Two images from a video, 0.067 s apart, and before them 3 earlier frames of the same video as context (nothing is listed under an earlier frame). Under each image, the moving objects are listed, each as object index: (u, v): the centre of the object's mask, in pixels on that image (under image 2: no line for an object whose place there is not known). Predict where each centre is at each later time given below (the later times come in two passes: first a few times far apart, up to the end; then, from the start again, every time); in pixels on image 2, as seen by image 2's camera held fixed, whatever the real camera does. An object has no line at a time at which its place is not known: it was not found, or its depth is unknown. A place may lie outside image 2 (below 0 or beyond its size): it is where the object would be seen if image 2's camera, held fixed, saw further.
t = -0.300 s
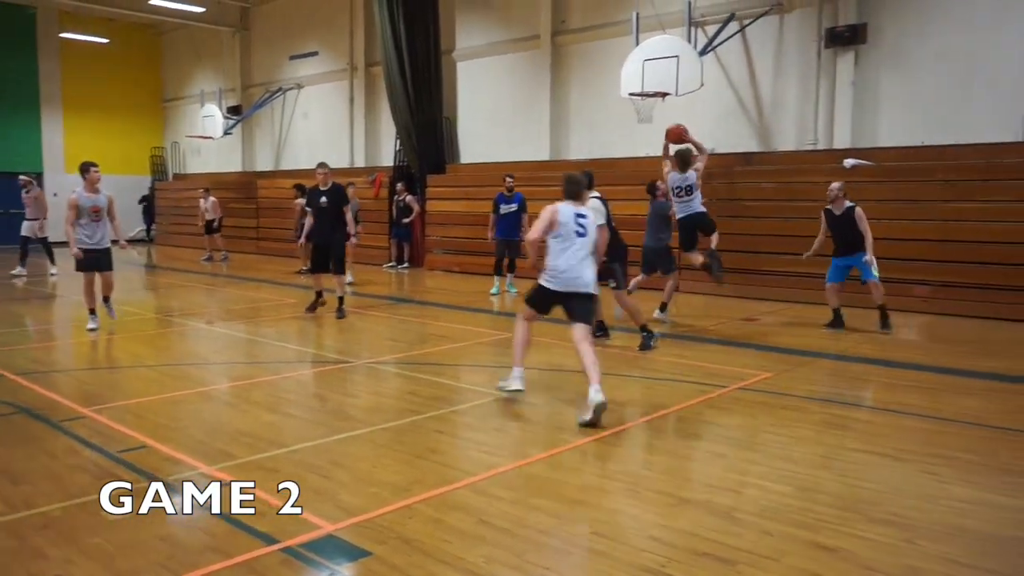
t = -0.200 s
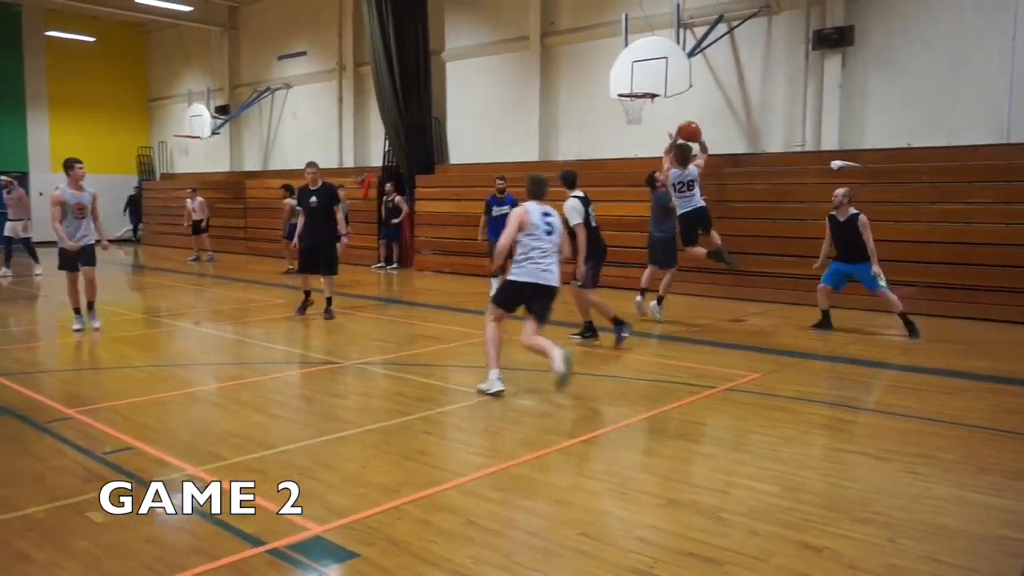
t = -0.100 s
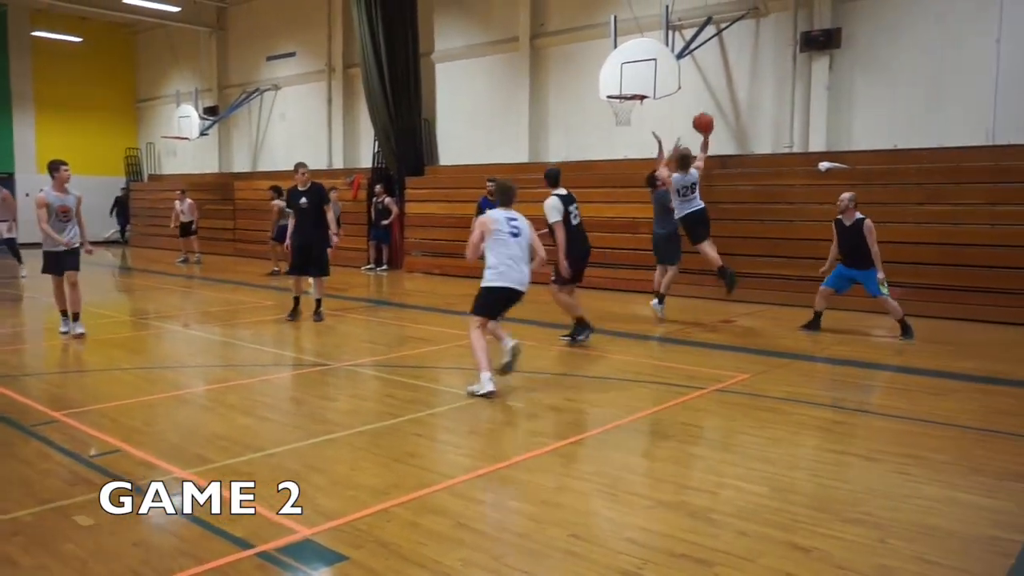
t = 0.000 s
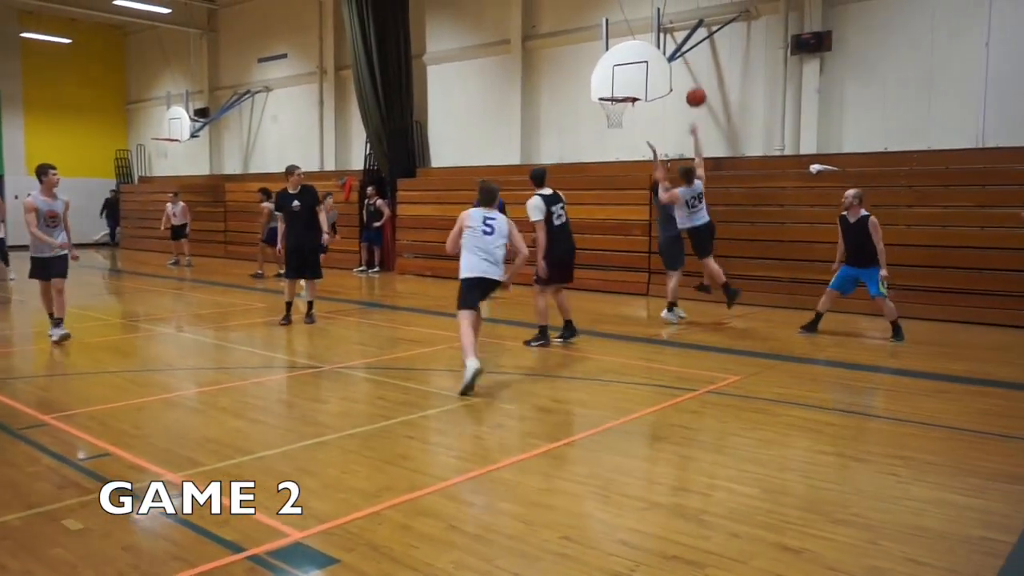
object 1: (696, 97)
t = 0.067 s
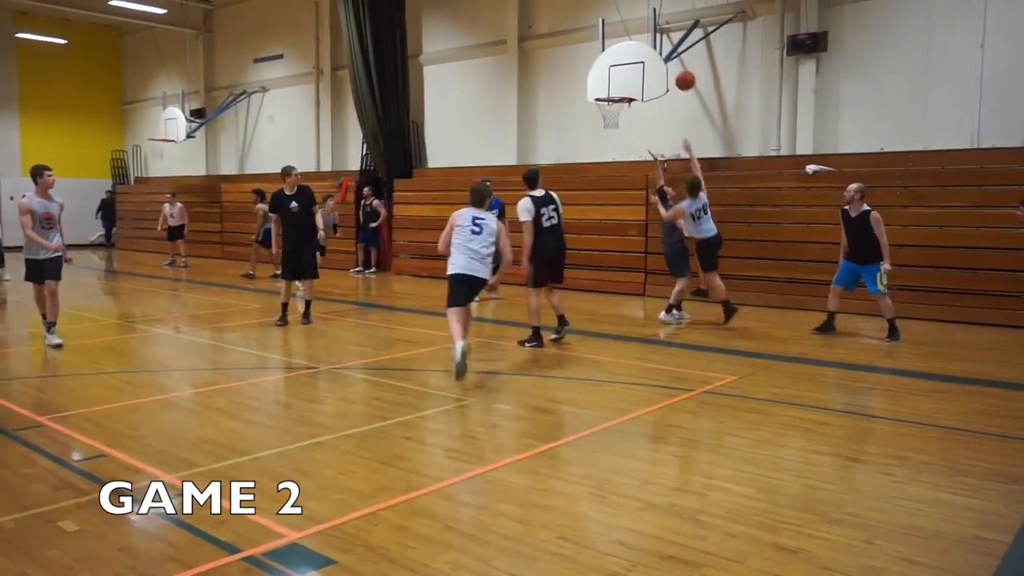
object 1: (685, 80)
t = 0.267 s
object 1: (666, 54)
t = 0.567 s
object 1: (639, 73)
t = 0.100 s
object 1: (682, 74)
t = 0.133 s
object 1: (678, 67)
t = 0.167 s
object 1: (675, 63)
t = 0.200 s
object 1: (672, 59)
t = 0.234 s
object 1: (668, 57)
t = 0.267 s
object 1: (666, 54)
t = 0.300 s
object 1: (662, 54)
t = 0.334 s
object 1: (660, 54)
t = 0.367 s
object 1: (657, 54)
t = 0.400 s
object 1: (653, 56)
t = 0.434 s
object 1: (650, 57)
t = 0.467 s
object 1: (648, 60)
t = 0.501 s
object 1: (645, 64)
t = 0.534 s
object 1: (642, 68)
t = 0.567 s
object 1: (639, 73)
